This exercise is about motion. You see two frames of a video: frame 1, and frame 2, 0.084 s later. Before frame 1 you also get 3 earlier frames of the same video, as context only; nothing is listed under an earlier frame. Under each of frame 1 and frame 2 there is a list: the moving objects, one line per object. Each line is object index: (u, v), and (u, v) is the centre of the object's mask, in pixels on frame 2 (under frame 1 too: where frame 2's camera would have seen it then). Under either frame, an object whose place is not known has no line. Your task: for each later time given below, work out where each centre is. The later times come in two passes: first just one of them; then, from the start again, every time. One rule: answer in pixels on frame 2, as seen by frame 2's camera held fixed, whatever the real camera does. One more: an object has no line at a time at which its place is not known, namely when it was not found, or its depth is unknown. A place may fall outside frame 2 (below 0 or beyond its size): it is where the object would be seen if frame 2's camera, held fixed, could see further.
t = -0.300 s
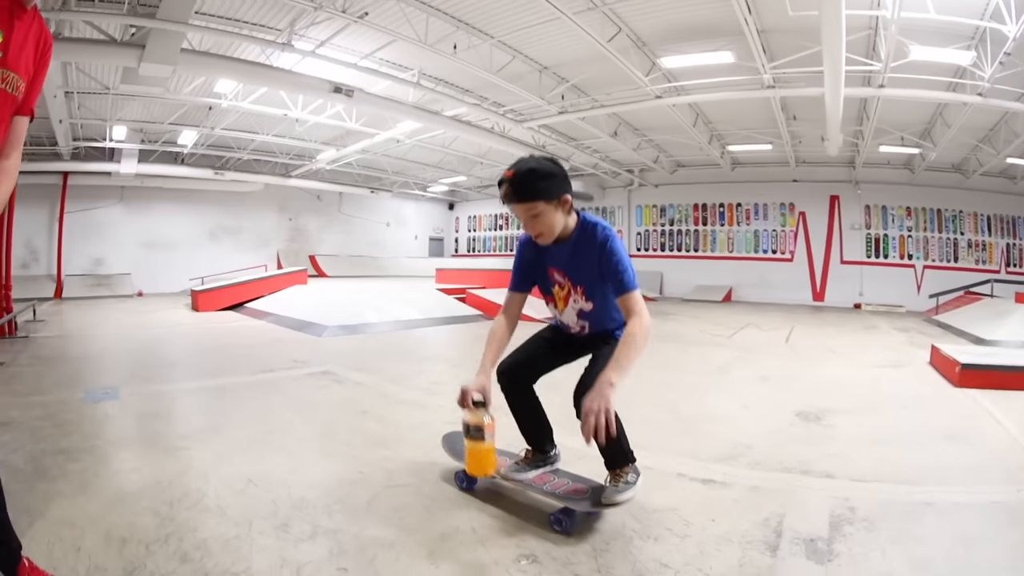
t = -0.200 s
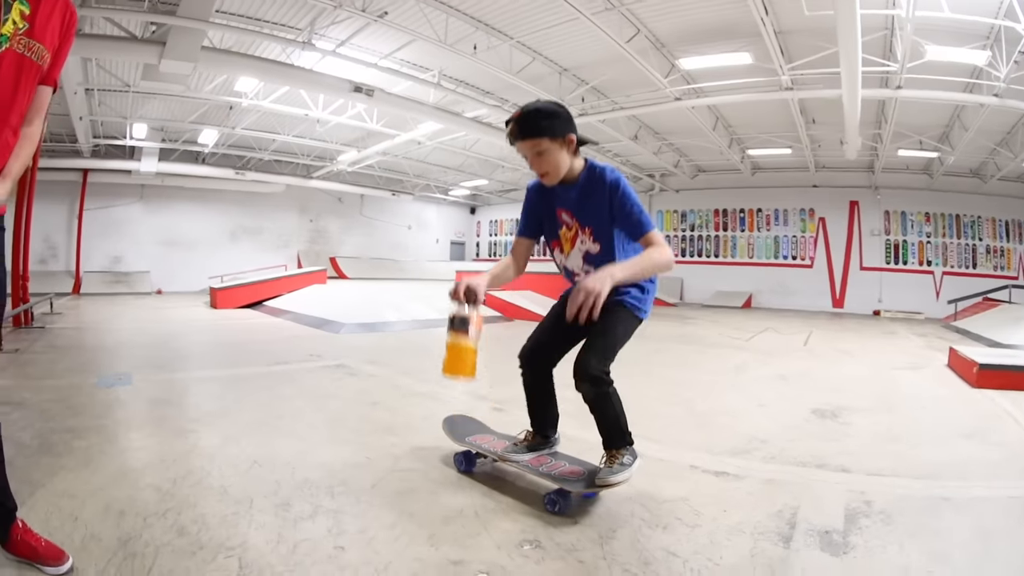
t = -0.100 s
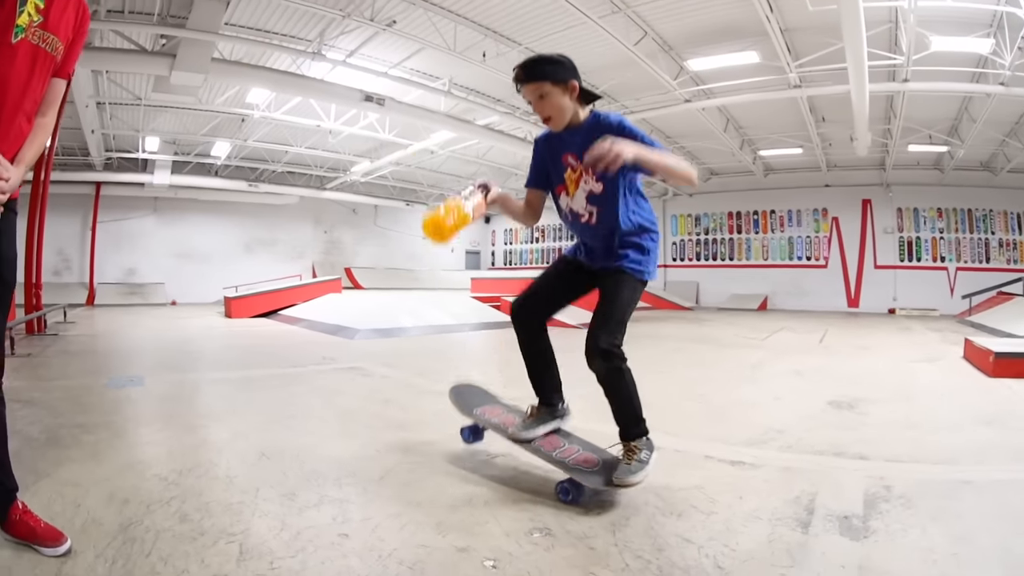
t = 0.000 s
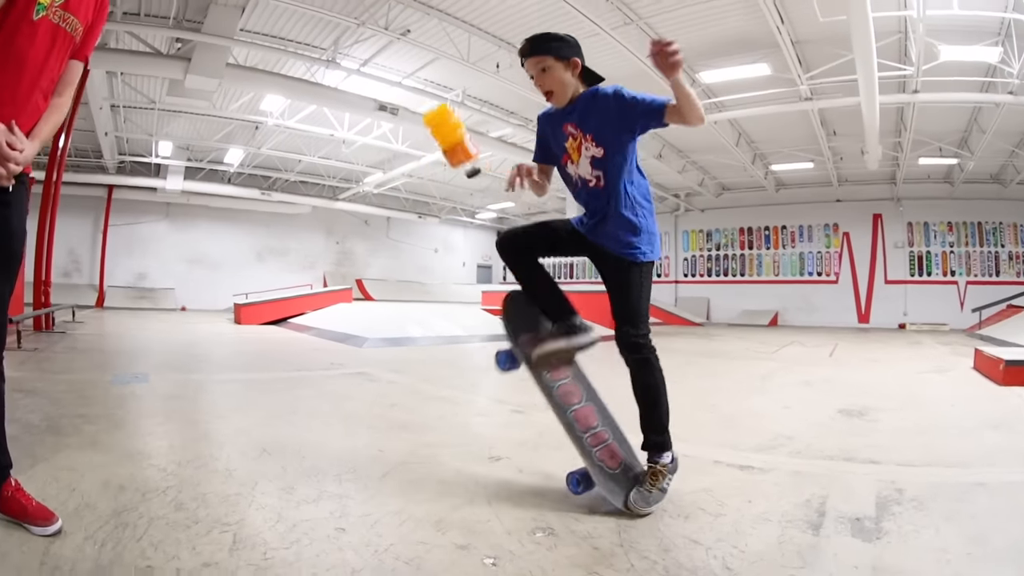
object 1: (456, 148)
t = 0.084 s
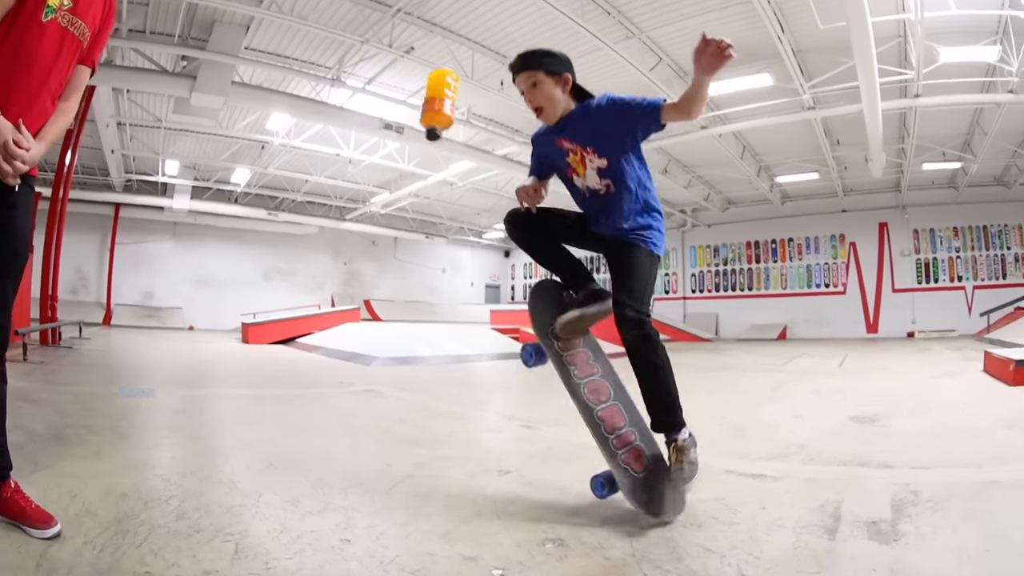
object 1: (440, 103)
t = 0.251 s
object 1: (417, 88)
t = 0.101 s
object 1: (437, 96)
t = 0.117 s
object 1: (436, 91)
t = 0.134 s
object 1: (434, 87)
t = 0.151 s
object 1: (432, 85)
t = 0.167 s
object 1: (430, 83)
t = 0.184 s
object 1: (428, 82)
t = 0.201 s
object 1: (426, 82)
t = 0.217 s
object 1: (423, 83)
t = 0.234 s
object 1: (419, 85)
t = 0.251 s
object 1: (417, 88)
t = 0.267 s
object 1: (413, 91)
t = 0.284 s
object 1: (411, 95)
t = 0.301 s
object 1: (408, 101)
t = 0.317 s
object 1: (405, 107)
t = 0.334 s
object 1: (402, 116)
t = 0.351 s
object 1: (399, 124)
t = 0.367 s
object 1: (396, 135)
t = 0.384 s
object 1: (393, 145)
